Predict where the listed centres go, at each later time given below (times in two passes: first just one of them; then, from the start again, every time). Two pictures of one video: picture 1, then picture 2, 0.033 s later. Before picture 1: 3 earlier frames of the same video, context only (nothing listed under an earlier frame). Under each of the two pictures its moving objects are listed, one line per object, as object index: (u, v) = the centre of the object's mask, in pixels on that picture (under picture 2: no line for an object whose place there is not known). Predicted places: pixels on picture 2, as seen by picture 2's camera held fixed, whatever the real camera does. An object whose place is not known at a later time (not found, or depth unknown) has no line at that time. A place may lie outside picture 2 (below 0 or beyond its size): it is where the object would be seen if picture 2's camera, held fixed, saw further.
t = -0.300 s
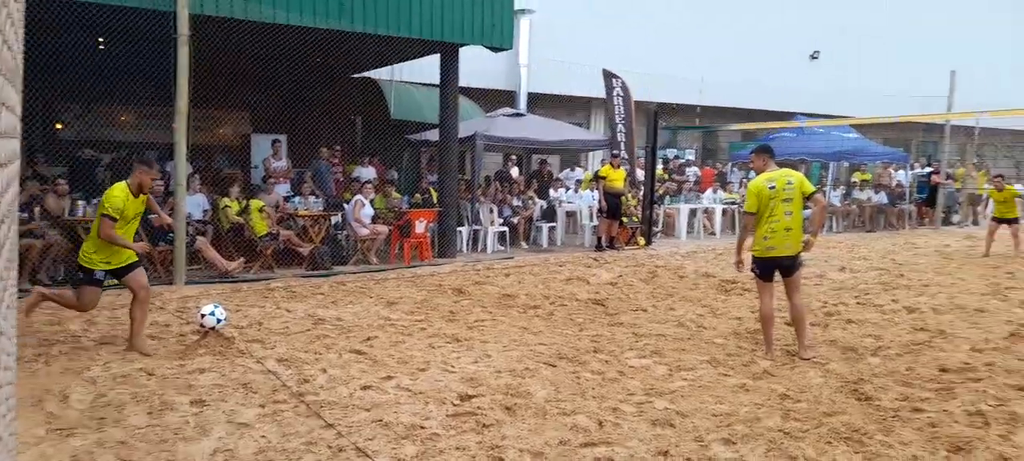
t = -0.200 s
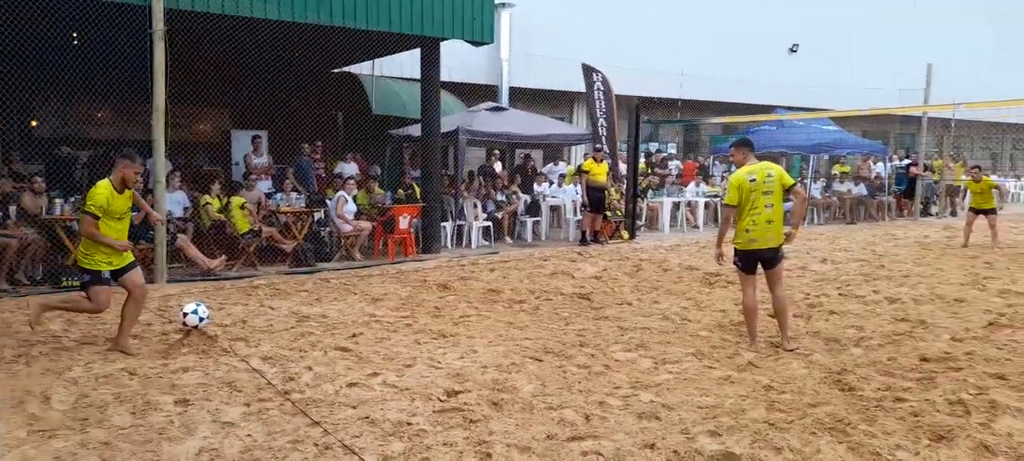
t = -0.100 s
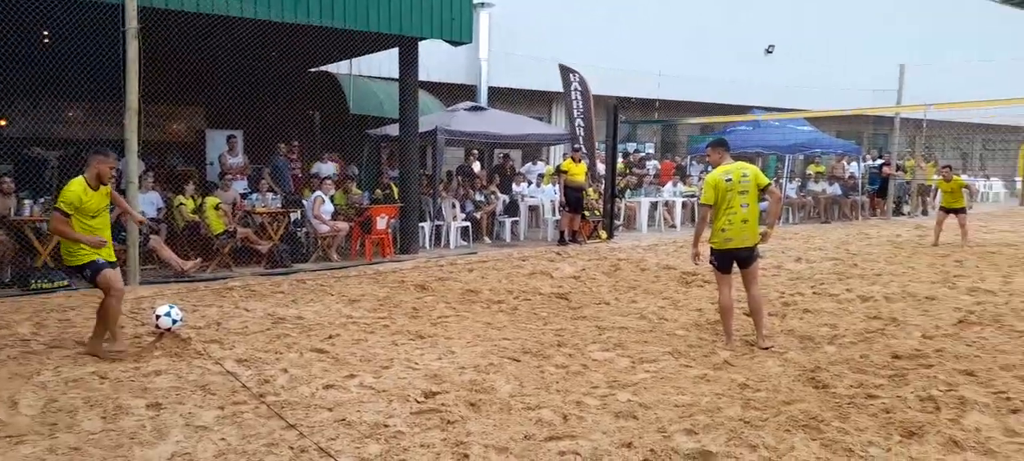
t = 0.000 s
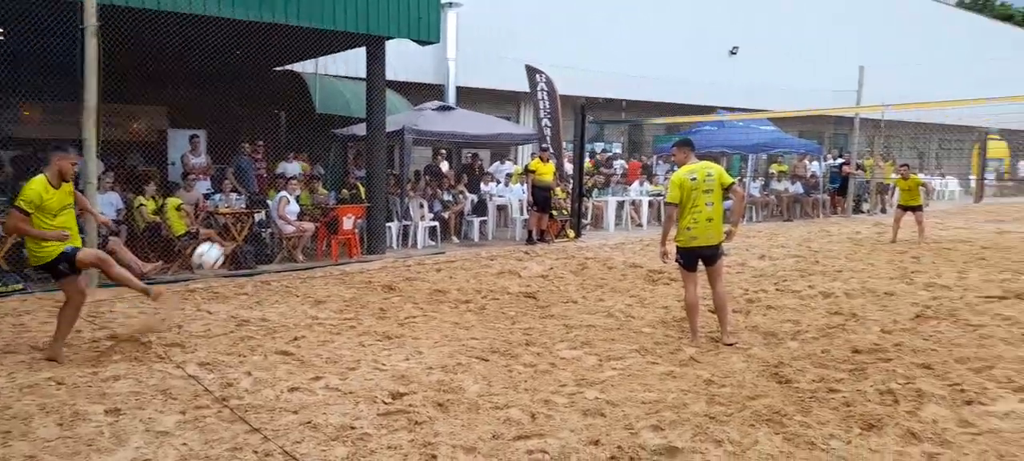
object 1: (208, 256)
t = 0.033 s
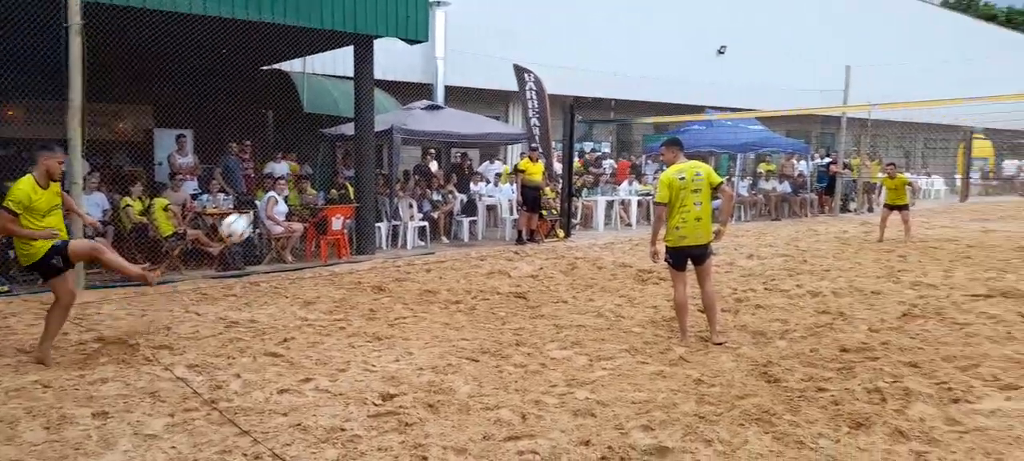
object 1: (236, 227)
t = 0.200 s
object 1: (415, 108)
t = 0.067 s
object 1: (275, 200)
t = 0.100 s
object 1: (311, 174)
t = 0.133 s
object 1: (346, 151)
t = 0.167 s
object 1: (380, 129)
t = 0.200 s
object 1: (415, 108)
